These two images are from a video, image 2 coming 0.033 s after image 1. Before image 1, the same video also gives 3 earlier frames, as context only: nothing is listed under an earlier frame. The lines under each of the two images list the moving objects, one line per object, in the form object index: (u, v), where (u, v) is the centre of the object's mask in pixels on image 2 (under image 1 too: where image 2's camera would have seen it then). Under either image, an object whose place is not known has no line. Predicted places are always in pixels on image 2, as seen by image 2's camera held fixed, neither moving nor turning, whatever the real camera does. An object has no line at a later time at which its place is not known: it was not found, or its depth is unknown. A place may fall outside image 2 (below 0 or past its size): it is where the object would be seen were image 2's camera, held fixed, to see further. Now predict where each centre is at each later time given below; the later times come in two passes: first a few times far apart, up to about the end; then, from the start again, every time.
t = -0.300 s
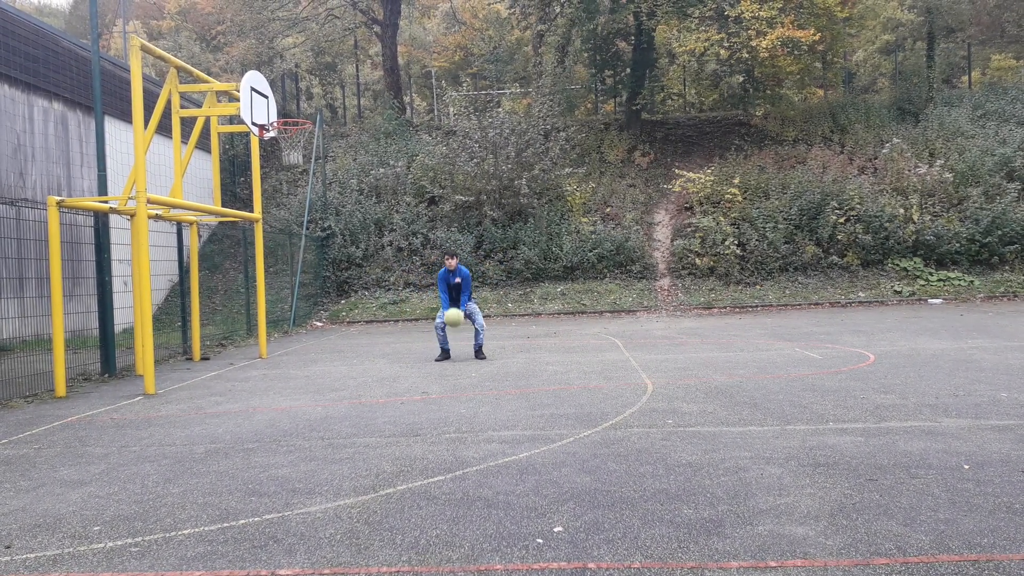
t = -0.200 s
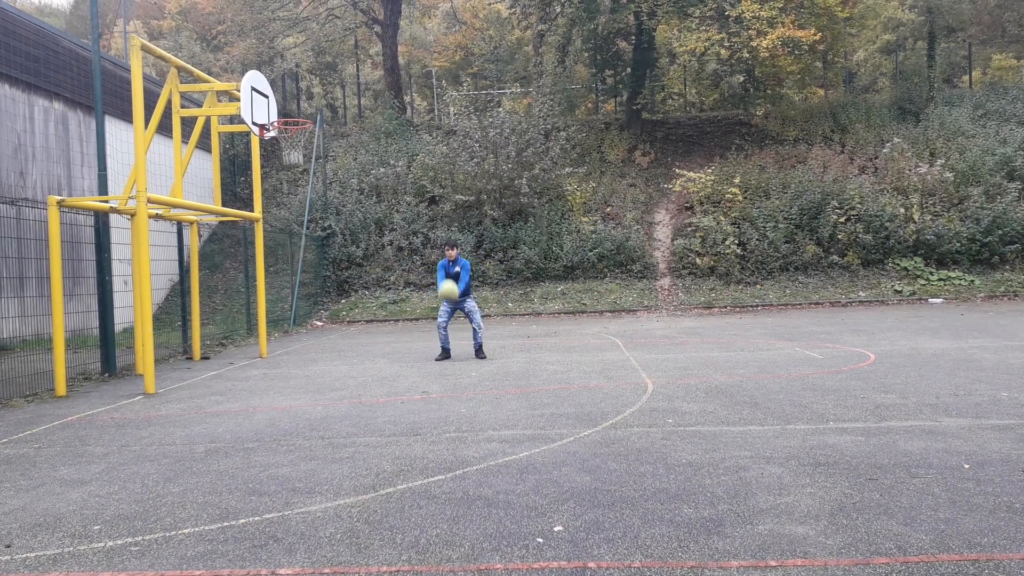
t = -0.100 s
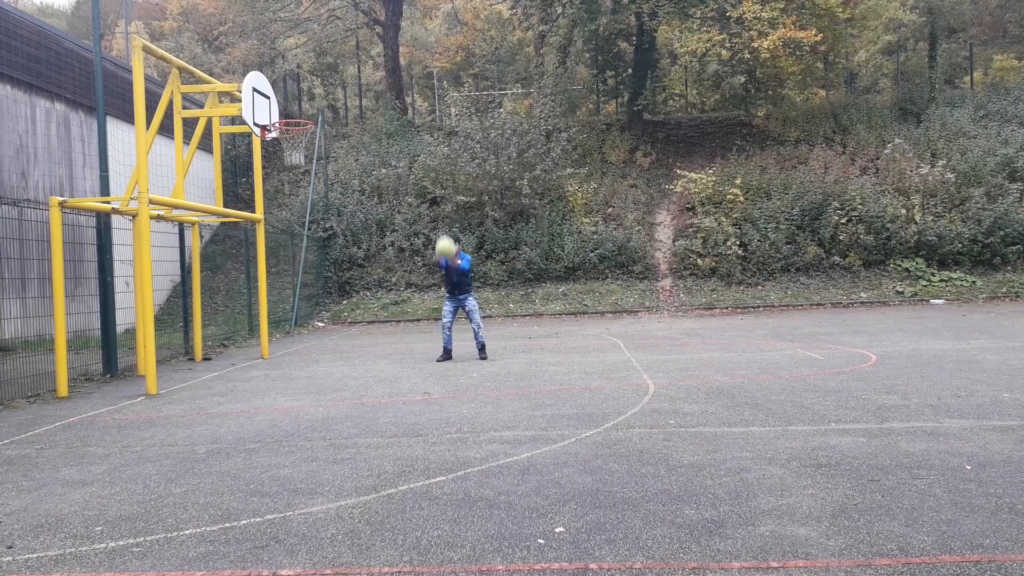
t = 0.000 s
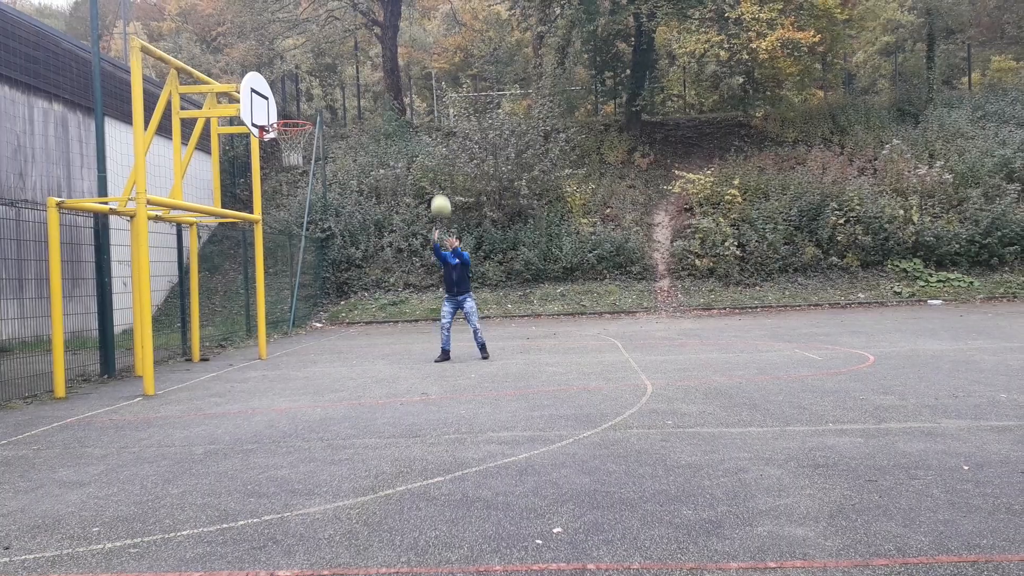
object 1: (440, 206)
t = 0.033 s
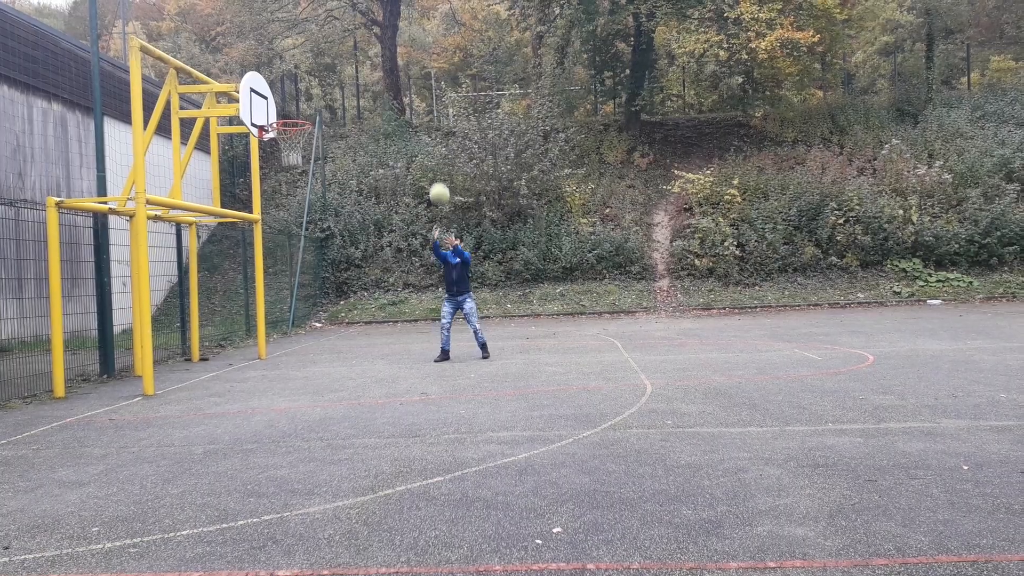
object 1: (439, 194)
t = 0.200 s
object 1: (435, 147)
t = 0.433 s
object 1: (431, 120)
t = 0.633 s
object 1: (430, 131)
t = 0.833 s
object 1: (430, 175)
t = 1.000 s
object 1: (432, 234)
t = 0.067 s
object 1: (438, 182)
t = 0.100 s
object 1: (437, 171)
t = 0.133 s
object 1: (437, 163)
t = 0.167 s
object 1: (436, 154)
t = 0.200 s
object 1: (435, 147)
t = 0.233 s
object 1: (435, 140)
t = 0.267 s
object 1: (434, 135)
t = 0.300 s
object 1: (433, 130)
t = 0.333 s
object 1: (433, 126)
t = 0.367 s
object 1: (432, 123)
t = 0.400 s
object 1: (432, 121)
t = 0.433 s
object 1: (431, 120)
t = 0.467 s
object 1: (431, 120)
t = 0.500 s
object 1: (431, 120)
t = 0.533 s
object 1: (431, 121)
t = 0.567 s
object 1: (430, 124)
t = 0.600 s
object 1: (430, 126)
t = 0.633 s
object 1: (430, 131)
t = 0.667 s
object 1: (430, 136)
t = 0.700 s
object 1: (430, 142)
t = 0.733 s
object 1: (430, 148)
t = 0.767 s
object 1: (430, 156)
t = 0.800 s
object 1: (430, 165)
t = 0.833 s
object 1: (430, 175)
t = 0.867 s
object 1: (431, 186)
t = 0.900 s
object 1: (431, 196)
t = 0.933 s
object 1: (431, 208)
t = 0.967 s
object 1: (432, 220)
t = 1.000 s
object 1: (432, 234)
